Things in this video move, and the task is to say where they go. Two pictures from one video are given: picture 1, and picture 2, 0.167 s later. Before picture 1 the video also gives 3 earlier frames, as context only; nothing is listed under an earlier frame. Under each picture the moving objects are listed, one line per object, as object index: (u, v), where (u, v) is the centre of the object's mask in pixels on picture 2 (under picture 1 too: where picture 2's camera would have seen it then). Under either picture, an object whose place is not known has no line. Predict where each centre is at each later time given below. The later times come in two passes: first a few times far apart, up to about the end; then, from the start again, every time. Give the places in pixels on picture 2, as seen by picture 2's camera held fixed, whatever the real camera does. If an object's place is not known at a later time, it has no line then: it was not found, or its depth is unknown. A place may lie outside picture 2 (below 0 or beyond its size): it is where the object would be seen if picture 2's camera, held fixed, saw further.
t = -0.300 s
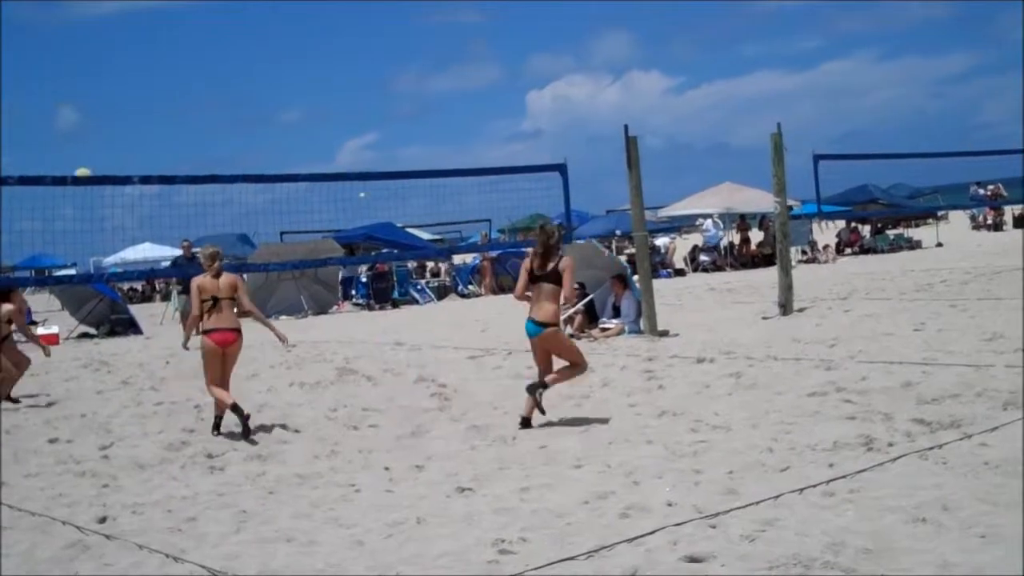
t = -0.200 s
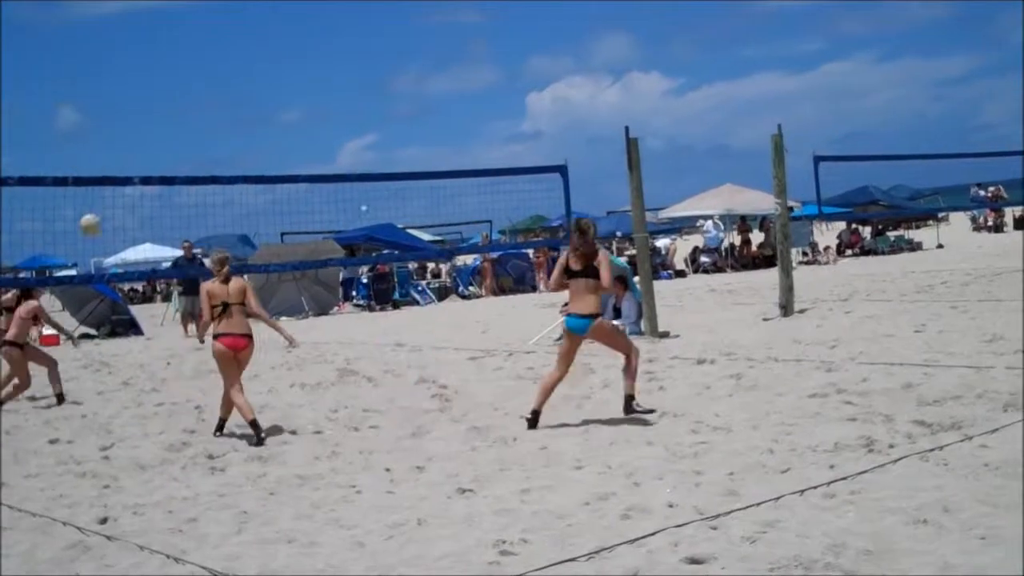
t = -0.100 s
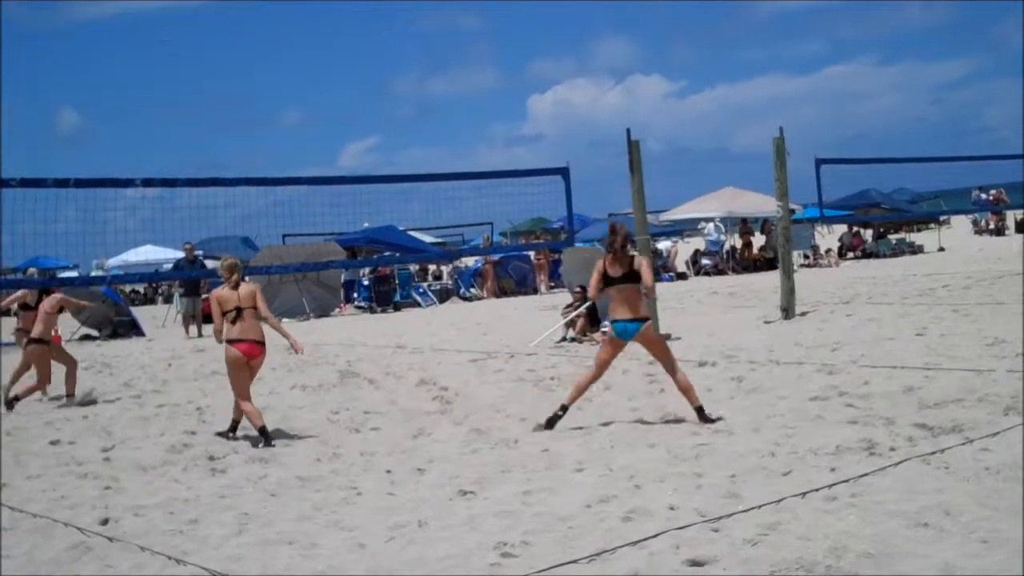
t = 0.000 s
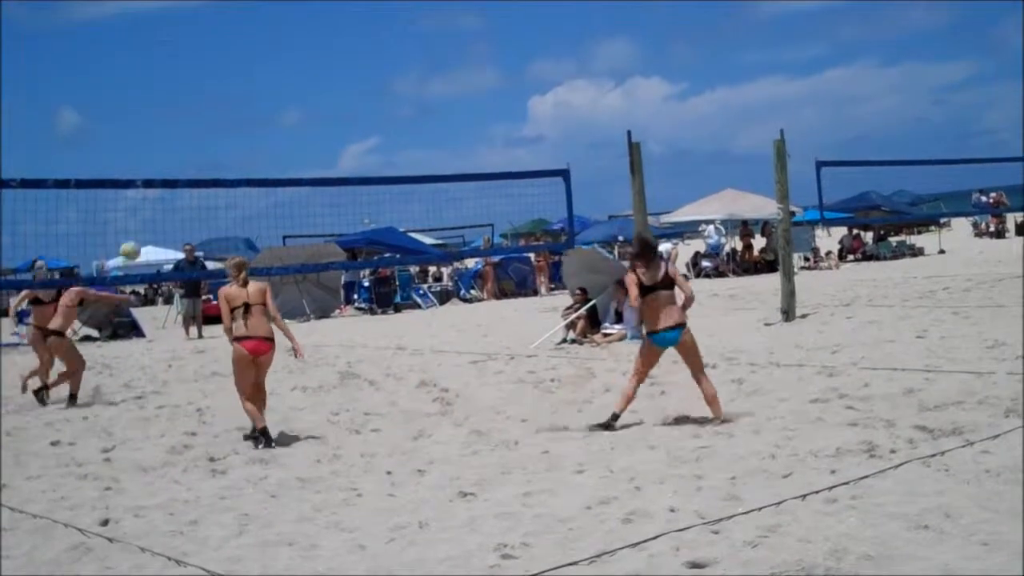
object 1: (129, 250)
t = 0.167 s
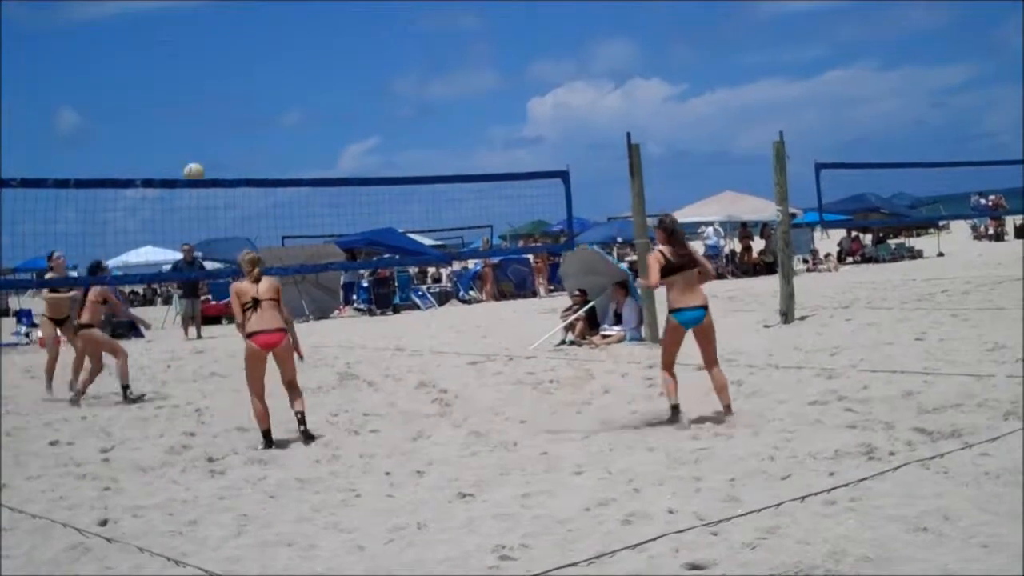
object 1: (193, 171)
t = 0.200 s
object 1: (207, 160)
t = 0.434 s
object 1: (296, 102)
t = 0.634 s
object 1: (367, 87)
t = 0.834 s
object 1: (434, 111)
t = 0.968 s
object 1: (479, 149)
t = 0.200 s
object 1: (207, 160)
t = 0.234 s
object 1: (220, 149)
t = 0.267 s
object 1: (232, 138)
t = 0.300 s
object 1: (246, 129)
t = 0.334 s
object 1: (258, 120)
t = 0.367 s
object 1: (271, 114)
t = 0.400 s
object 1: (283, 107)
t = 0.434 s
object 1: (296, 102)
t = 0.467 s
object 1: (308, 96)
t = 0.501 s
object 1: (320, 93)
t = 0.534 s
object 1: (332, 90)
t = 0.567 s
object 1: (343, 89)
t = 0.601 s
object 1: (355, 87)
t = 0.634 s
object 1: (367, 87)
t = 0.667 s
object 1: (378, 89)
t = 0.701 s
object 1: (389, 91)
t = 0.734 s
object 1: (400, 94)
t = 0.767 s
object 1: (412, 99)
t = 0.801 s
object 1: (423, 105)
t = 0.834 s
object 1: (434, 111)
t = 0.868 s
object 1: (445, 120)
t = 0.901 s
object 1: (456, 129)
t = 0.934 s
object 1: (468, 139)
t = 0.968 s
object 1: (479, 149)
